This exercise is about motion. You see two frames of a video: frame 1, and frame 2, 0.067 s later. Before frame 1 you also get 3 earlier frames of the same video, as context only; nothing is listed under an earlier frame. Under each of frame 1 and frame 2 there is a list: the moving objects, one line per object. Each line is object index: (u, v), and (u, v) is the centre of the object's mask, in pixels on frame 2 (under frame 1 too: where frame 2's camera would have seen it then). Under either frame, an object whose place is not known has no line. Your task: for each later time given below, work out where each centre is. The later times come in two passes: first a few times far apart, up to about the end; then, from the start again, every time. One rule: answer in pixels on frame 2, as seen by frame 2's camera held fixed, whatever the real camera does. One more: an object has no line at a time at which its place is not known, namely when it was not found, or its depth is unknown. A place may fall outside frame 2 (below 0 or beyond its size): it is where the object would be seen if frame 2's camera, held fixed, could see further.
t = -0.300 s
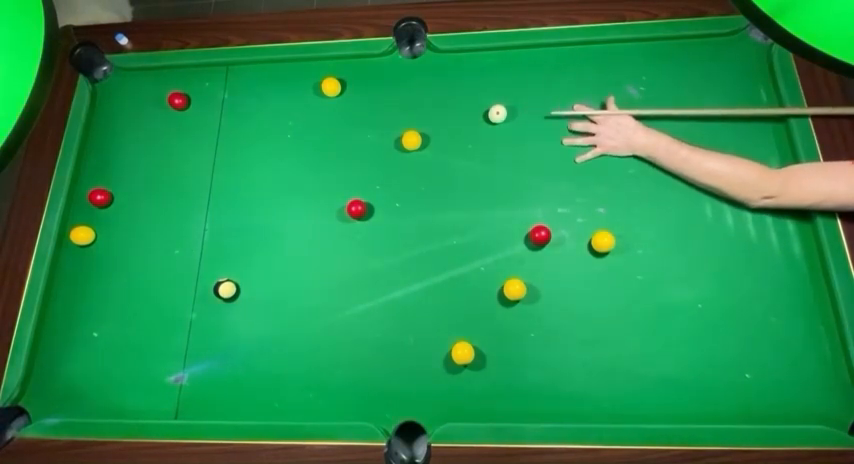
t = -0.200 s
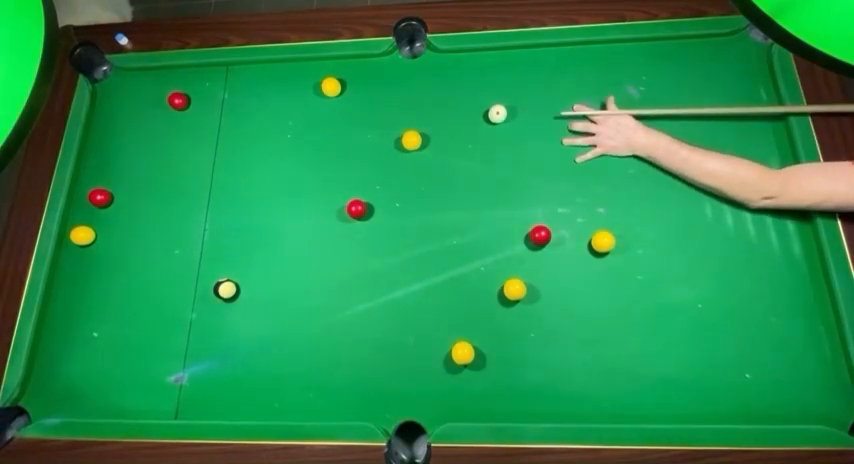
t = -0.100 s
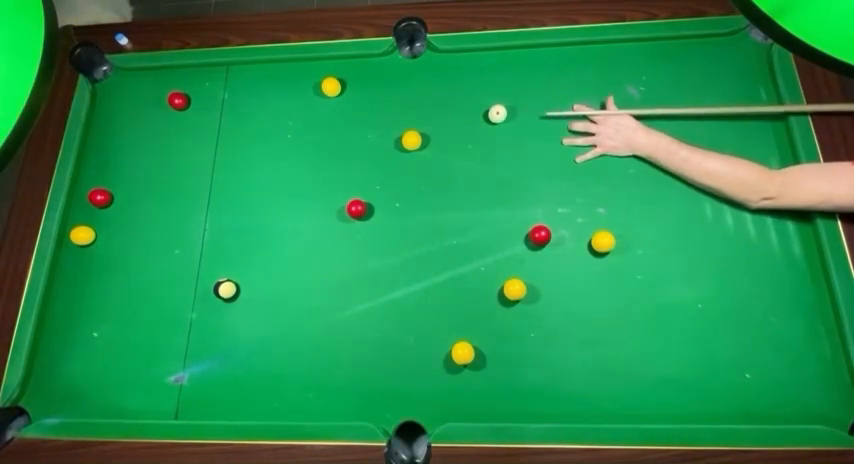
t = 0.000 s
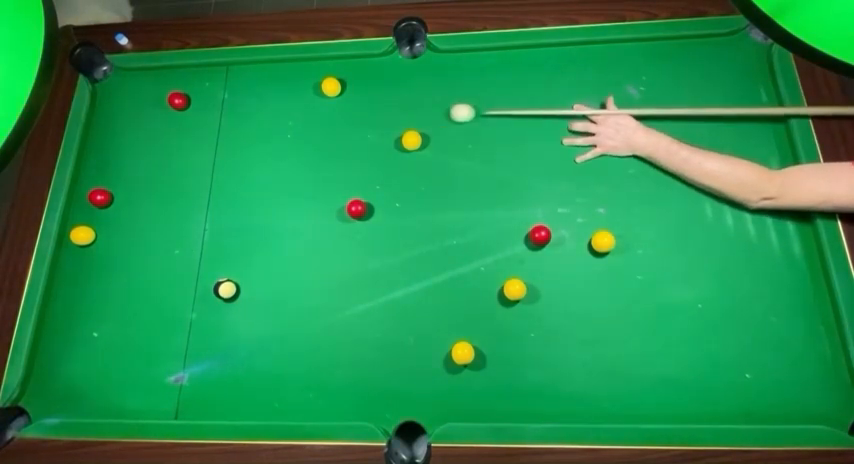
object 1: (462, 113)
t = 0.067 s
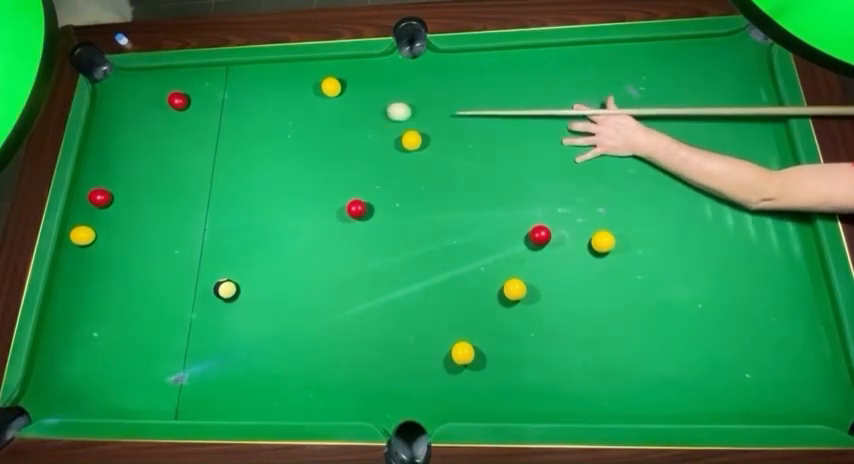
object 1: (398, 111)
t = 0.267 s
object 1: (241, 107)
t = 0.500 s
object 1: (176, 128)
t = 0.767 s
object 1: (126, 158)
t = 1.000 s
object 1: (84, 183)
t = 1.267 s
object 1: (85, 197)
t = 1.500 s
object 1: (86, 202)
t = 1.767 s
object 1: (88, 204)
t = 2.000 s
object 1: (89, 204)
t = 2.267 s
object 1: (89, 205)
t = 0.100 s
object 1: (369, 110)
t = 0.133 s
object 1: (341, 110)
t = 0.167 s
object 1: (315, 109)
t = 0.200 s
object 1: (290, 108)
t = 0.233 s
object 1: (265, 107)
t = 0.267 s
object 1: (241, 107)
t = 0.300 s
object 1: (217, 106)
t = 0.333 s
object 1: (195, 106)
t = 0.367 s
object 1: (191, 110)
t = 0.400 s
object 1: (189, 115)
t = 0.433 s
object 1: (186, 120)
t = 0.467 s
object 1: (181, 124)
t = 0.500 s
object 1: (176, 128)
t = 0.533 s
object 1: (170, 132)
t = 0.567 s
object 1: (163, 136)
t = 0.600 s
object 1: (157, 140)
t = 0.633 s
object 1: (151, 144)
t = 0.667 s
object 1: (145, 147)
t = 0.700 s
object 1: (139, 151)
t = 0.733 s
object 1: (132, 154)
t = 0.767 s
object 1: (126, 158)
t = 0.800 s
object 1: (120, 162)
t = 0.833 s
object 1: (114, 165)
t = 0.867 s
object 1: (108, 169)
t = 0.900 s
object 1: (102, 173)
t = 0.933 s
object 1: (96, 176)
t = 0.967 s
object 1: (90, 180)
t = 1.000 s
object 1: (84, 183)
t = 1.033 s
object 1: (78, 187)
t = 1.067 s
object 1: (78, 189)
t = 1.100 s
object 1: (80, 191)
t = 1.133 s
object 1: (82, 193)
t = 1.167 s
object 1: (83, 194)
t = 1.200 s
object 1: (83, 195)
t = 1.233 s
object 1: (84, 196)
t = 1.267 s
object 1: (85, 197)
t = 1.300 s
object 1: (85, 198)
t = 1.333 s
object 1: (85, 198)
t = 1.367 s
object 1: (85, 199)
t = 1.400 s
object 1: (85, 200)
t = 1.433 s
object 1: (86, 200)
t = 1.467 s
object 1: (86, 201)
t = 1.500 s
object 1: (86, 202)
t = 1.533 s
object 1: (86, 202)
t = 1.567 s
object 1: (86, 202)
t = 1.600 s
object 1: (87, 203)
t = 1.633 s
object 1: (87, 203)
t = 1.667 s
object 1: (87, 203)
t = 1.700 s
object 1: (88, 203)
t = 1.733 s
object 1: (88, 203)
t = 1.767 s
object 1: (88, 204)
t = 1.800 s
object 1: (88, 204)
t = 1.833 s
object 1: (88, 204)
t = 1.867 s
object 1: (89, 204)
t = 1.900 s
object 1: (89, 204)
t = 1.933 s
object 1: (89, 204)
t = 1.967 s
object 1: (89, 204)
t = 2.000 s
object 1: (89, 204)
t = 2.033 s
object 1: (89, 204)
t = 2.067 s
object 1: (89, 204)
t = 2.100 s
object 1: (89, 204)
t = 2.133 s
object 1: (89, 204)
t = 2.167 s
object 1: (89, 204)
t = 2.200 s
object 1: (89, 204)
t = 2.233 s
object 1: (89, 205)
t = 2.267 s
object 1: (89, 205)
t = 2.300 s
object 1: (89, 205)
